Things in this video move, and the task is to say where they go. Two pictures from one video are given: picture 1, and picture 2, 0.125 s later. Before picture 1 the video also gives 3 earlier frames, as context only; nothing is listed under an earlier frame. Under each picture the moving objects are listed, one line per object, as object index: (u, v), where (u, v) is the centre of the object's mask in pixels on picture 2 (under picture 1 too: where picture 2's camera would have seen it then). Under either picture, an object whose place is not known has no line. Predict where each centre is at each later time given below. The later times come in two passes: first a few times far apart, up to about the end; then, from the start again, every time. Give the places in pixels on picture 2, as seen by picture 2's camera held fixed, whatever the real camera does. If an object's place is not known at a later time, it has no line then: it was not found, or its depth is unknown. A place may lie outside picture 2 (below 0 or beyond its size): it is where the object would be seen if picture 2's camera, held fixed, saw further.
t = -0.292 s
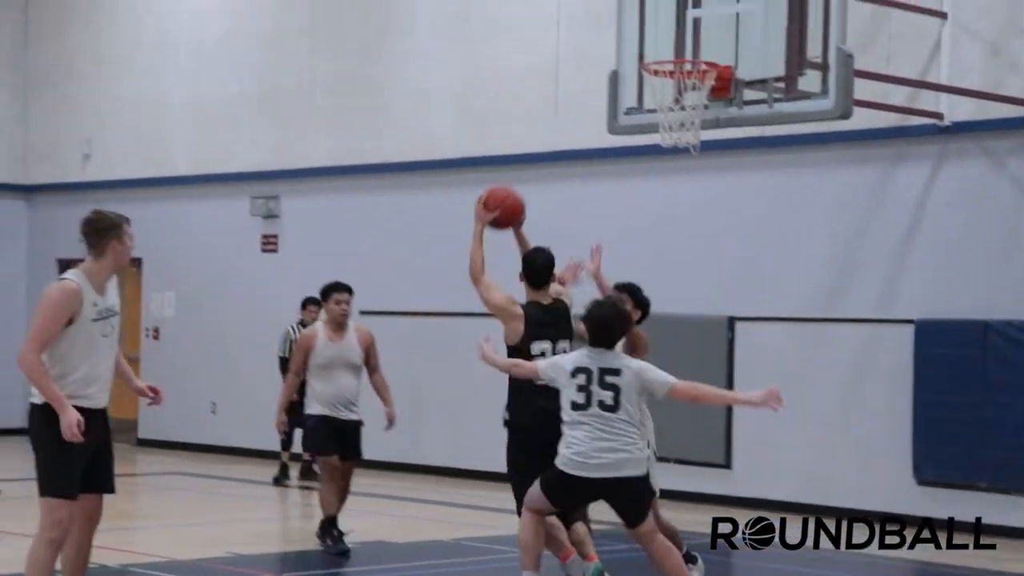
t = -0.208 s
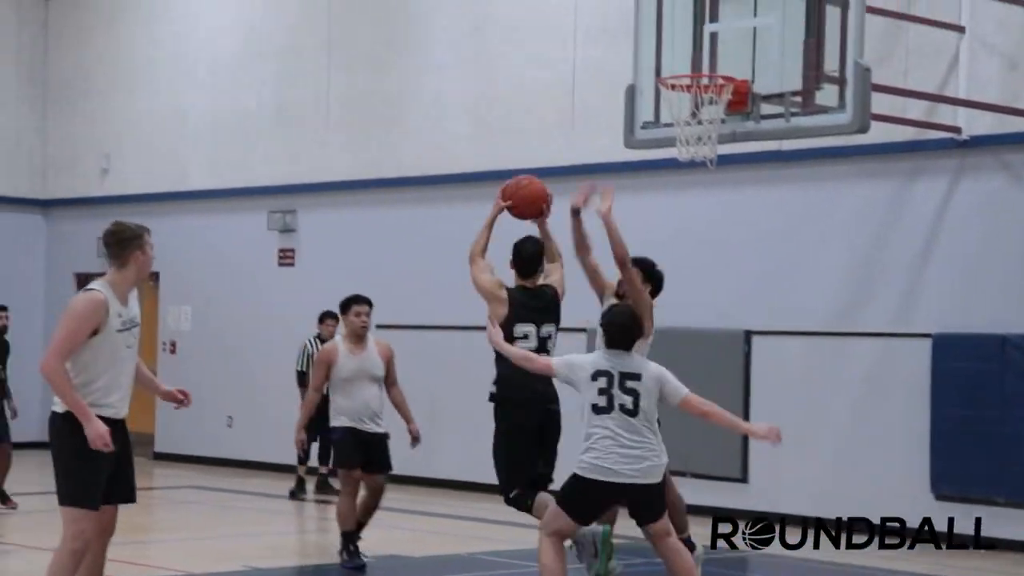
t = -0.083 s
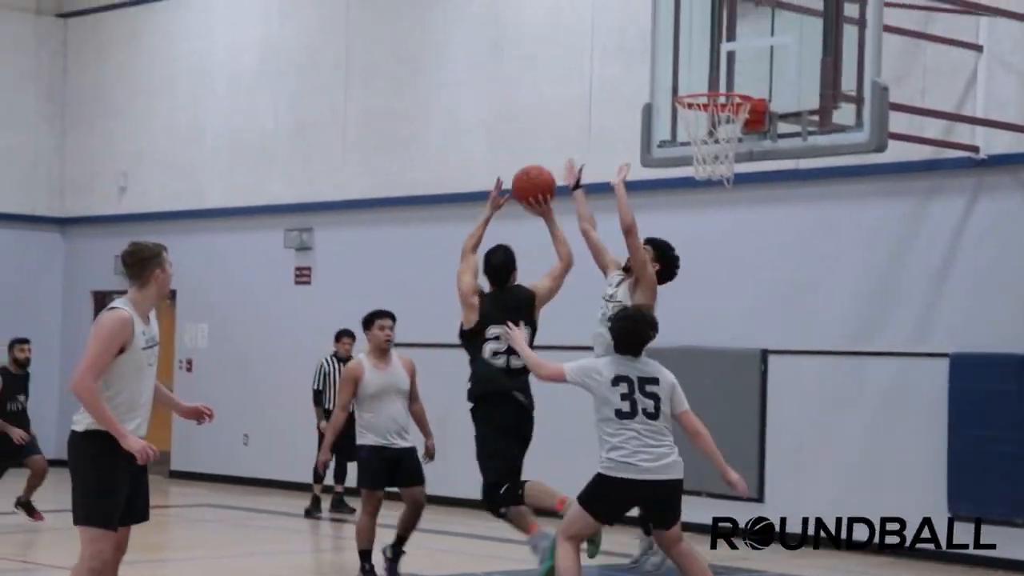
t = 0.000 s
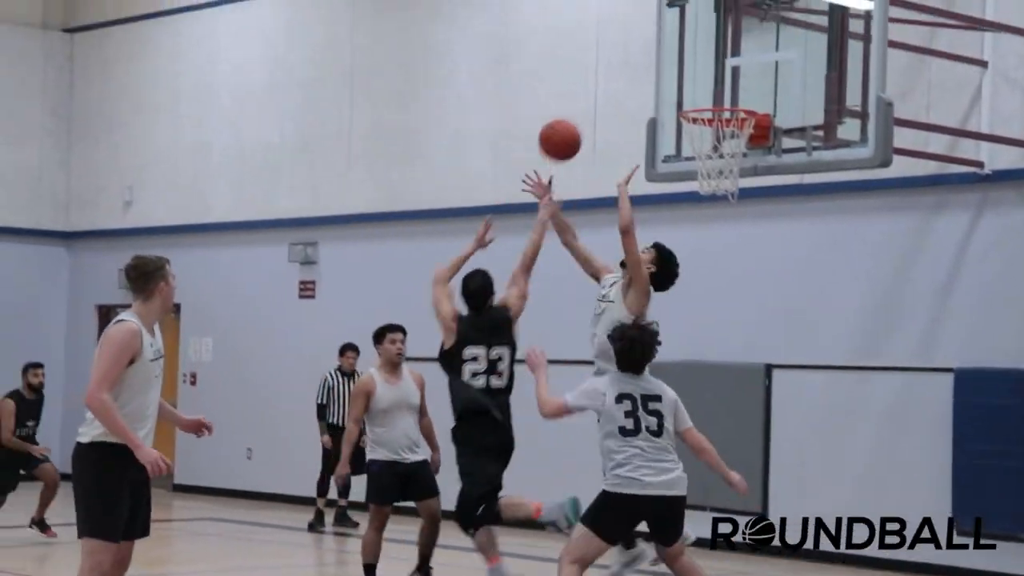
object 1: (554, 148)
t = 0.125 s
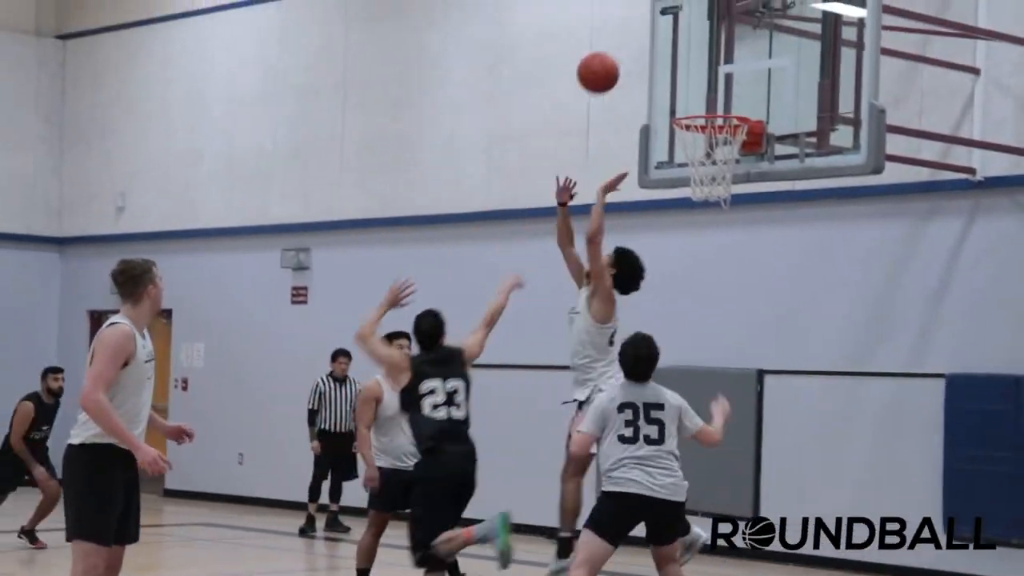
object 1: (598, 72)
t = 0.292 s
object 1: (652, 24)
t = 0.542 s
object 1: (725, 31)
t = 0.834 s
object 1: (699, 129)
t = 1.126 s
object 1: (740, 163)
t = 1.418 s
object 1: (703, 232)
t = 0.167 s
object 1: (612, 54)
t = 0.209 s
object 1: (625, 40)
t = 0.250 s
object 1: (639, 28)
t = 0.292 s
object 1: (652, 24)
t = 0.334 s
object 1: (664, 22)
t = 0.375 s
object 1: (677, 21)
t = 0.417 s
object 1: (689, 21)
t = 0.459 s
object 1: (701, 22)
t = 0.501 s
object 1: (713, 26)
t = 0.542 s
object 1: (725, 31)
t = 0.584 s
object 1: (736, 40)
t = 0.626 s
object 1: (747, 54)
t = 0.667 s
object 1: (745, 67)
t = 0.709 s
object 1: (731, 80)
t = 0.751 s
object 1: (715, 97)
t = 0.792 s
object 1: (699, 107)
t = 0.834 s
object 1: (699, 129)
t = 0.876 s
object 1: (714, 139)
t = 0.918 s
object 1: (726, 153)
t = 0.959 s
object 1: (735, 161)
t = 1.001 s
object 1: (738, 161)
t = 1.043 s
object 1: (740, 161)
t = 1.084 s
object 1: (739, 162)
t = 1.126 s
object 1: (740, 163)
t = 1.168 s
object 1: (736, 170)
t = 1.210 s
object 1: (733, 175)
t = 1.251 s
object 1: (727, 183)
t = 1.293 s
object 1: (723, 193)
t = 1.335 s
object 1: (717, 203)
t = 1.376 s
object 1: (709, 216)
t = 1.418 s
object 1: (703, 232)
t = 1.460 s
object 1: (697, 250)
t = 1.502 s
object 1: (690, 272)
